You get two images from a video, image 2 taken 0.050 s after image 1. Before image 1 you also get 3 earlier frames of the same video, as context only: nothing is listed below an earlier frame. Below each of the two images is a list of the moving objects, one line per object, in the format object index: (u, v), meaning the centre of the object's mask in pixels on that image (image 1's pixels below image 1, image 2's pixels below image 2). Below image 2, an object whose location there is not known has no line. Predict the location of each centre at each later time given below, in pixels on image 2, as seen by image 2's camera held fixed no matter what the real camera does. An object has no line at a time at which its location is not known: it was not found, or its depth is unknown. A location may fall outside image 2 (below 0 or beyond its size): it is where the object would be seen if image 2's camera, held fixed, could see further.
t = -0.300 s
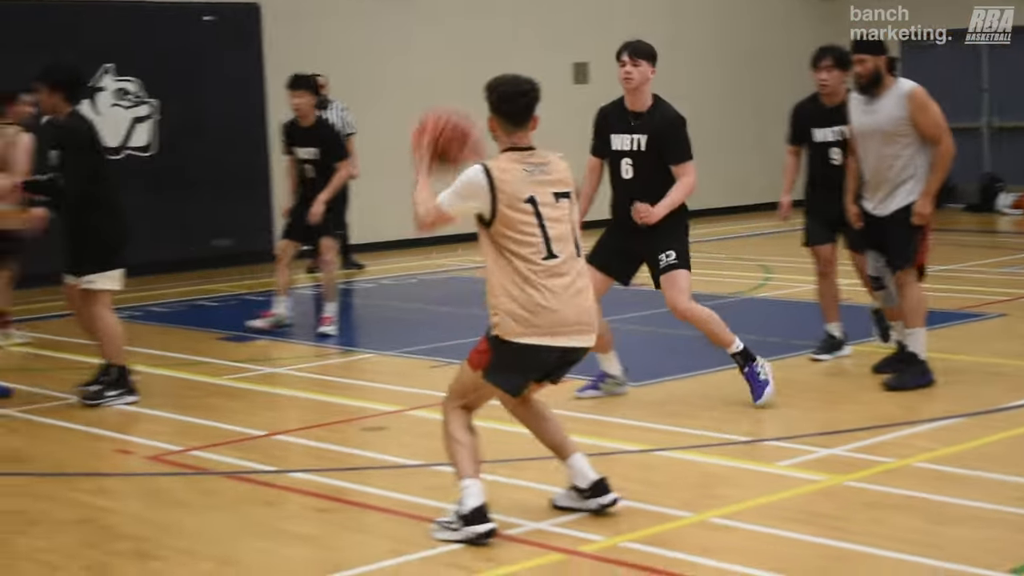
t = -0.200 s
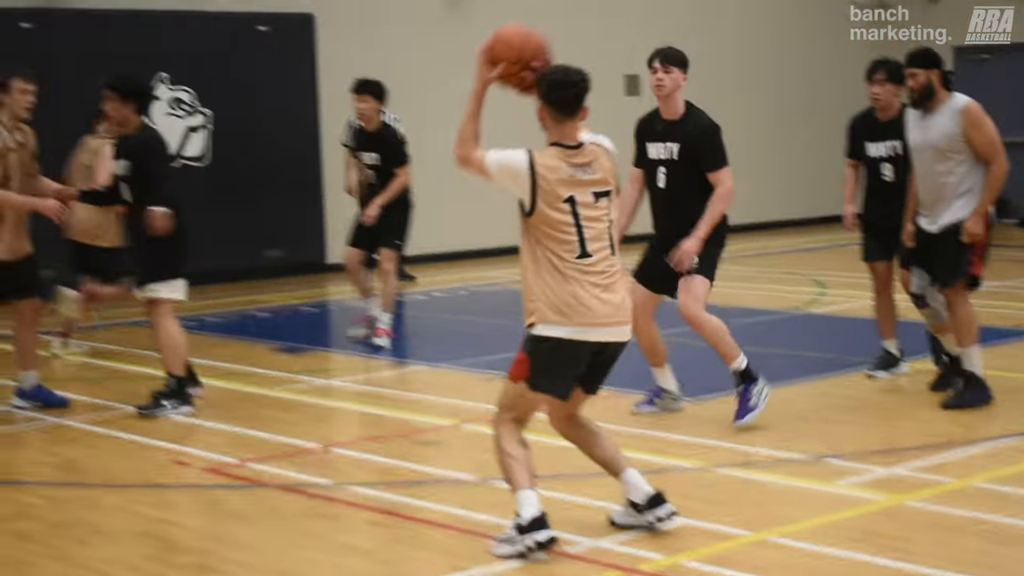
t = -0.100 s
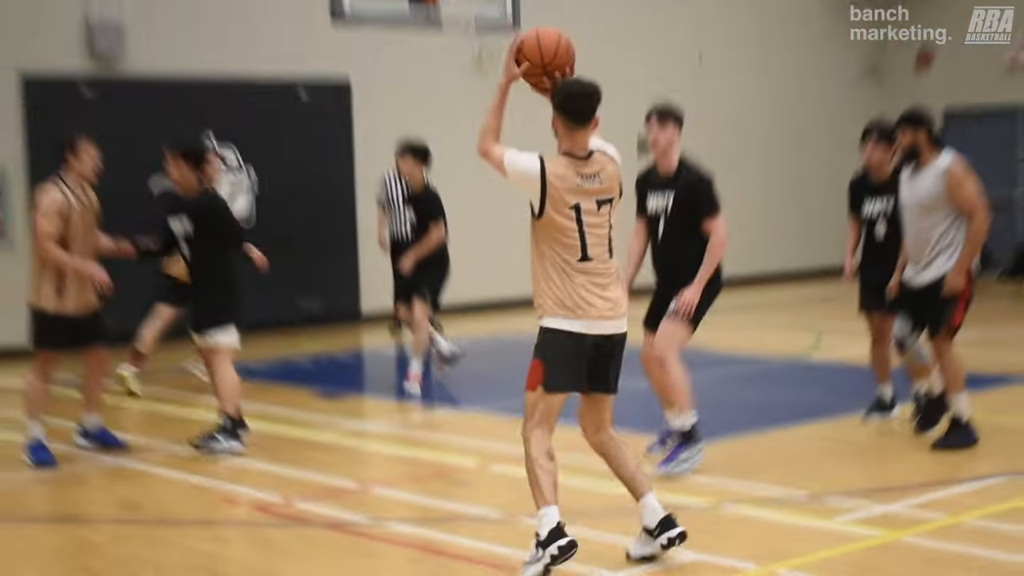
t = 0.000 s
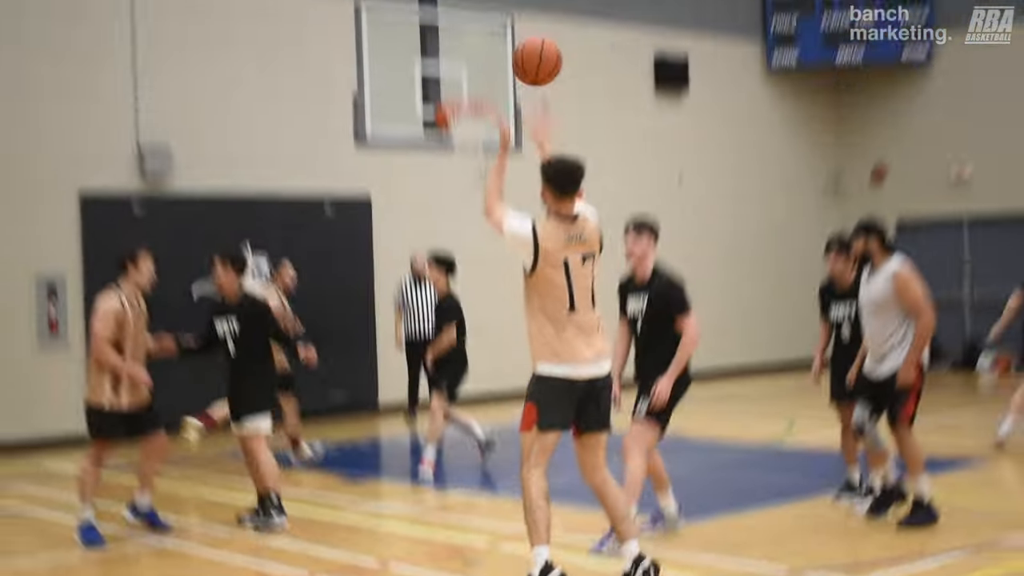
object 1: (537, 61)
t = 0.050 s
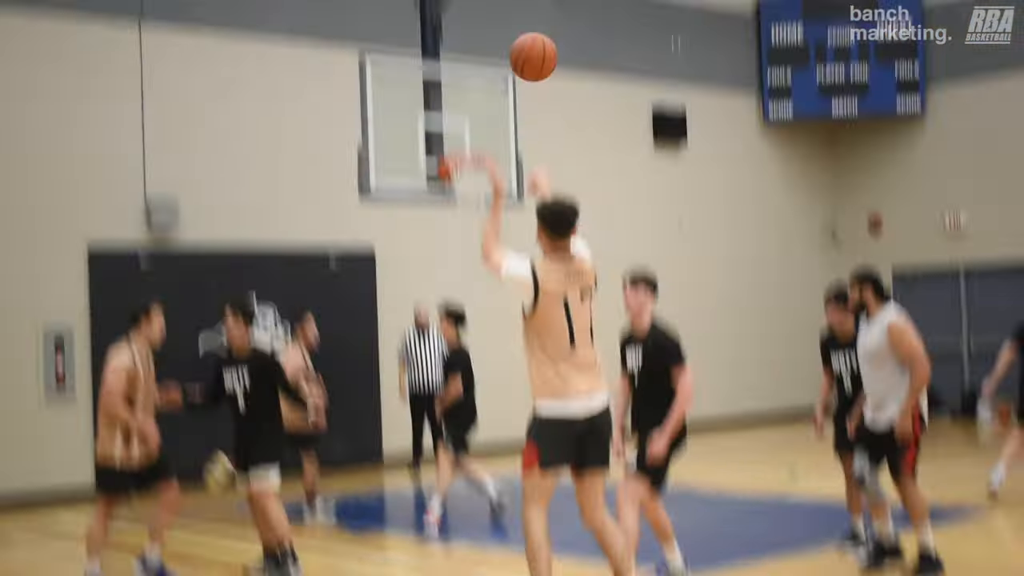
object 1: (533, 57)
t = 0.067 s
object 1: (531, 39)
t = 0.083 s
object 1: (529, 23)
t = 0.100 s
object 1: (527, 7)
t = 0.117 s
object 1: (524, -7)
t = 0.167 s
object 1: (519, -44)
